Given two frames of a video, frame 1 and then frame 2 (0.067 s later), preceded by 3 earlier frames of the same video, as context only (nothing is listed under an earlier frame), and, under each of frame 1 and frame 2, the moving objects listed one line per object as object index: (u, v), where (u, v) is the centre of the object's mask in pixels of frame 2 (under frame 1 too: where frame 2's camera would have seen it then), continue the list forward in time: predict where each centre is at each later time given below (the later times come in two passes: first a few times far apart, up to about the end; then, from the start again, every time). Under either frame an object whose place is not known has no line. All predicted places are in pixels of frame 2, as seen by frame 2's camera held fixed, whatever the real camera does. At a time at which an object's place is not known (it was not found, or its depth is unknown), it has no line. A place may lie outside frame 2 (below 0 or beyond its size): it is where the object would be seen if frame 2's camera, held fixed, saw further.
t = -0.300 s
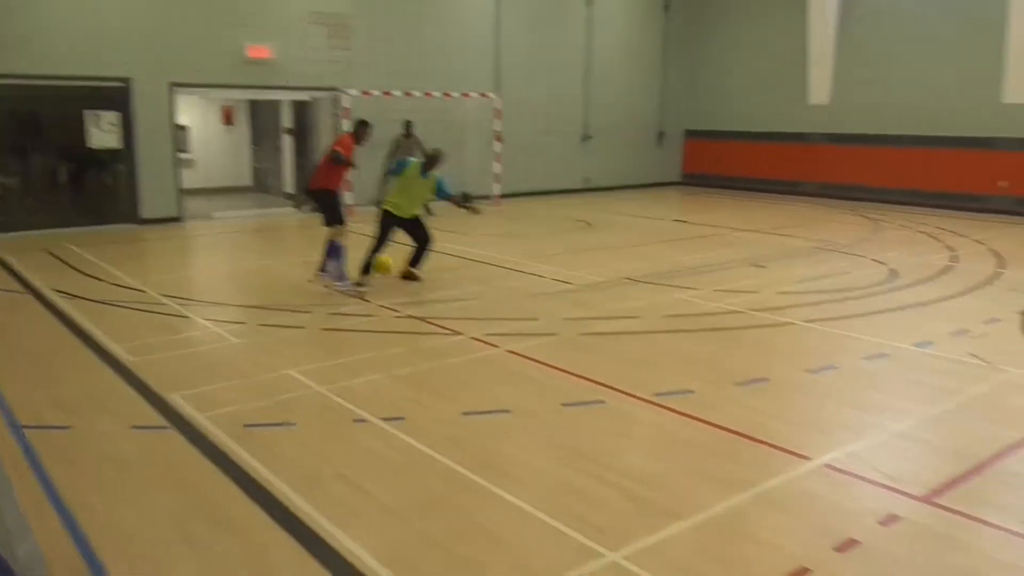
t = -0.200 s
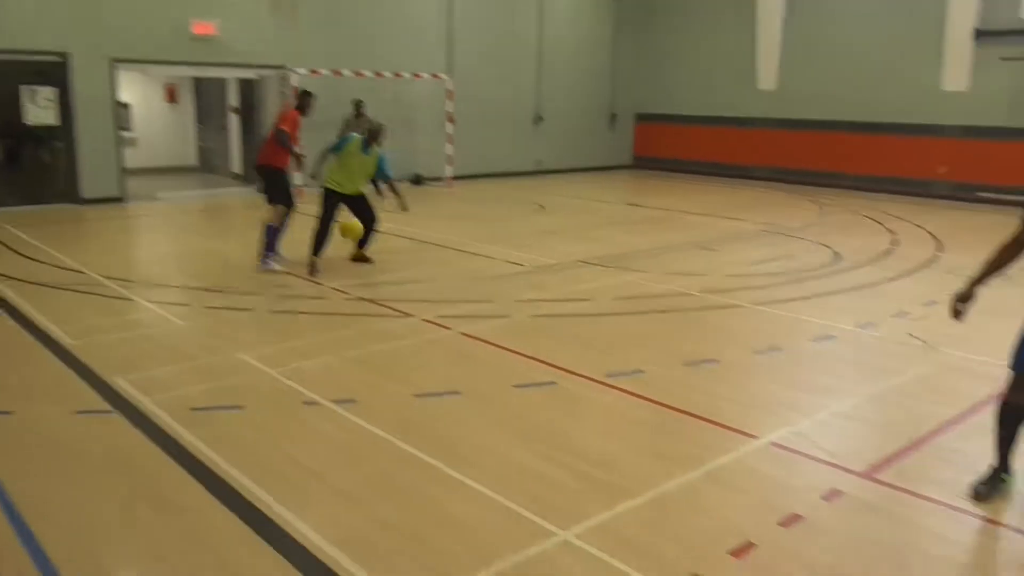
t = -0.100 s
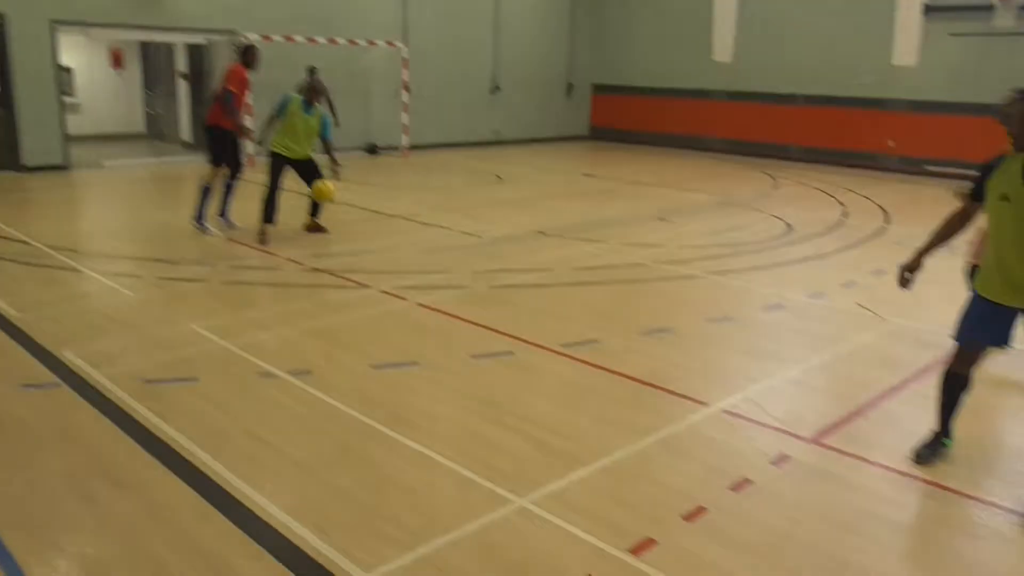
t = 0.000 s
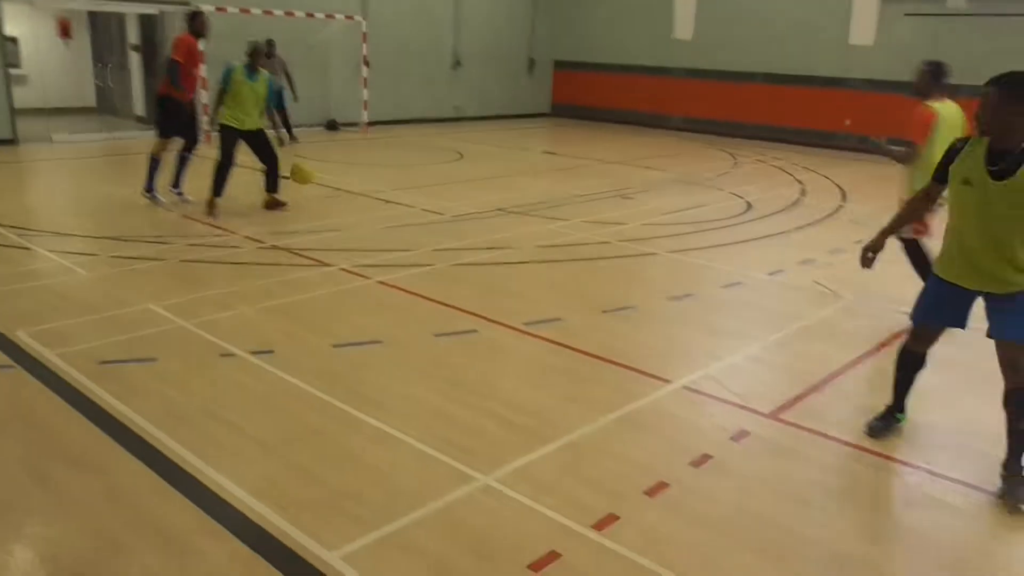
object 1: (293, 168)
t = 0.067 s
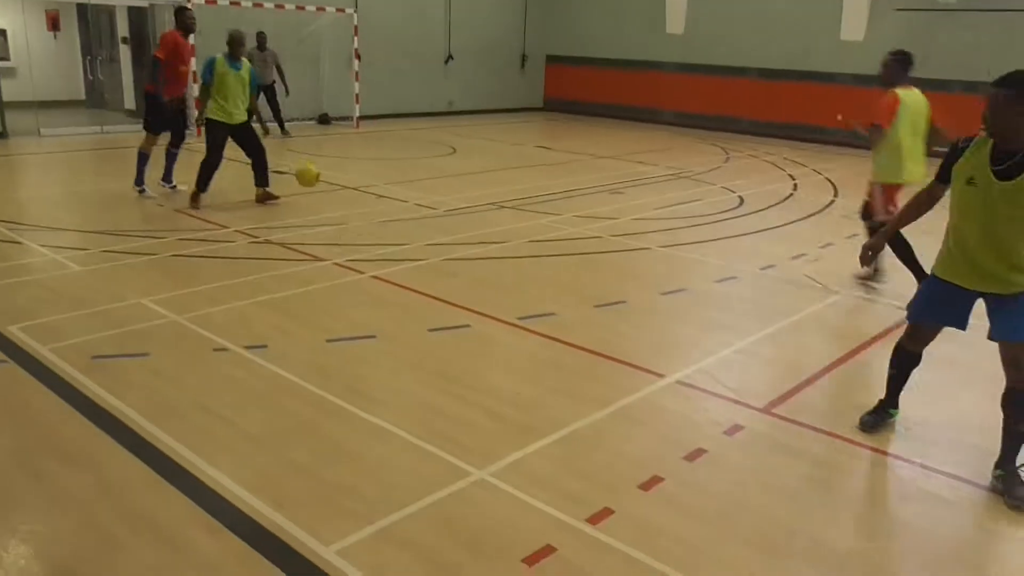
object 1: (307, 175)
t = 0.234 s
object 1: (344, 223)
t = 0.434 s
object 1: (363, 220)
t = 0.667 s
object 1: (376, 237)
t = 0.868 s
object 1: (386, 240)
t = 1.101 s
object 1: (399, 240)
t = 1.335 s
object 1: (411, 240)
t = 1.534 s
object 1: (420, 240)
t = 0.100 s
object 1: (314, 183)
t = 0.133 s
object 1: (322, 190)
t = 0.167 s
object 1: (328, 200)
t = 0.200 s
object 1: (336, 213)
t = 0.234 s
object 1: (344, 223)
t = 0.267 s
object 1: (351, 237)
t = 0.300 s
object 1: (355, 235)
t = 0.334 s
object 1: (357, 230)
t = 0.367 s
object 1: (358, 226)
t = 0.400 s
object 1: (360, 222)
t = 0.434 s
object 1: (363, 220)
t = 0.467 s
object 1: (364, 220)
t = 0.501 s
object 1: (366, 221)
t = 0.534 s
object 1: (368, 222)
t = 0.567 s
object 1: (370, 226)
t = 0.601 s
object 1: (372, 231)
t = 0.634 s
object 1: (374, 237)
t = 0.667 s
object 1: (376, 237)
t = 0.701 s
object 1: (378, 236)
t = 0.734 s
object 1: (379, 236)
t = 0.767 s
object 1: (380, 236)
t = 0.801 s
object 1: (382, 238)
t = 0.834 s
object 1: (384, 239)
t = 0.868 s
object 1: (386, 240)
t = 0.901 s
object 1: (388, 239)
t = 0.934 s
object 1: (390, 240)
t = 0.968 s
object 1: (392, 239)
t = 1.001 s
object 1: (394, 239)
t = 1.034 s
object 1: (396, 240)
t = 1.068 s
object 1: (397, 240)
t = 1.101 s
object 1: (399, 240)
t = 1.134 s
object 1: (401, 240)
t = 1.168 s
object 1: (403, 240)
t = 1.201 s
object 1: (405, 240)
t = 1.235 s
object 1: (406, 240)
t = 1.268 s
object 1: (408, 240)
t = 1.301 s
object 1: (409, 240)
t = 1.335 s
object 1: (411, 240)
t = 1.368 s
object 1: (413, 240)
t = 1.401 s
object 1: (414, 240)
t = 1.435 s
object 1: (415, 240)
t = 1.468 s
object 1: (417, 240)
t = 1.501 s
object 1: (418, 240)
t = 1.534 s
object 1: (420, 240)
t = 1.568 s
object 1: (421, 240)
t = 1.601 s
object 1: (422, 240)
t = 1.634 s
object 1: (424, 240)
